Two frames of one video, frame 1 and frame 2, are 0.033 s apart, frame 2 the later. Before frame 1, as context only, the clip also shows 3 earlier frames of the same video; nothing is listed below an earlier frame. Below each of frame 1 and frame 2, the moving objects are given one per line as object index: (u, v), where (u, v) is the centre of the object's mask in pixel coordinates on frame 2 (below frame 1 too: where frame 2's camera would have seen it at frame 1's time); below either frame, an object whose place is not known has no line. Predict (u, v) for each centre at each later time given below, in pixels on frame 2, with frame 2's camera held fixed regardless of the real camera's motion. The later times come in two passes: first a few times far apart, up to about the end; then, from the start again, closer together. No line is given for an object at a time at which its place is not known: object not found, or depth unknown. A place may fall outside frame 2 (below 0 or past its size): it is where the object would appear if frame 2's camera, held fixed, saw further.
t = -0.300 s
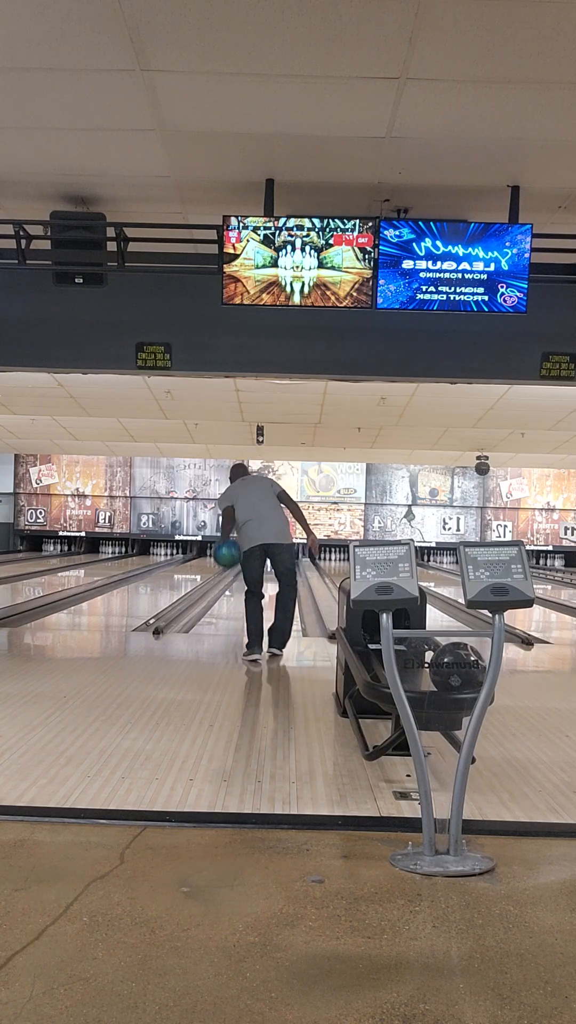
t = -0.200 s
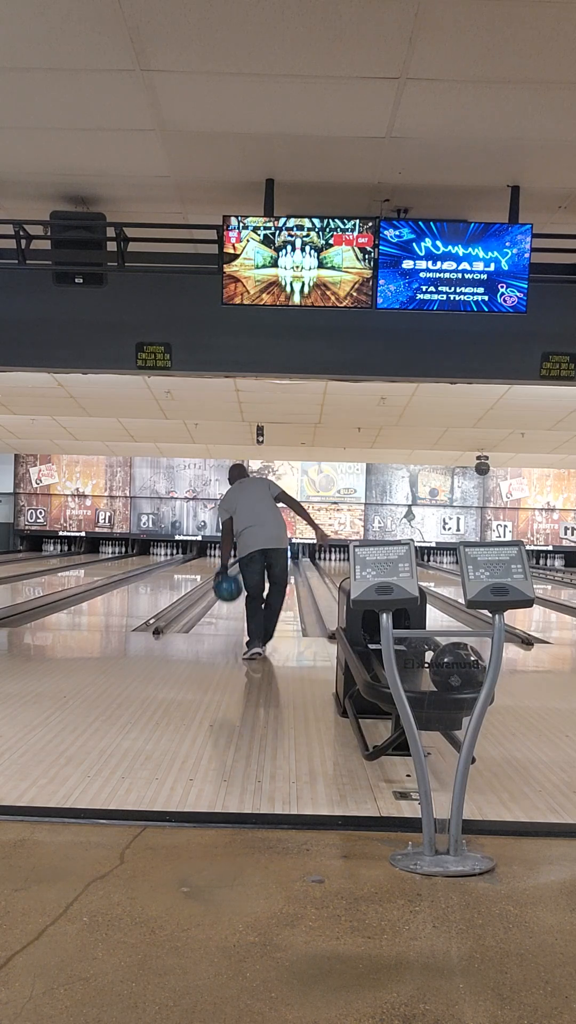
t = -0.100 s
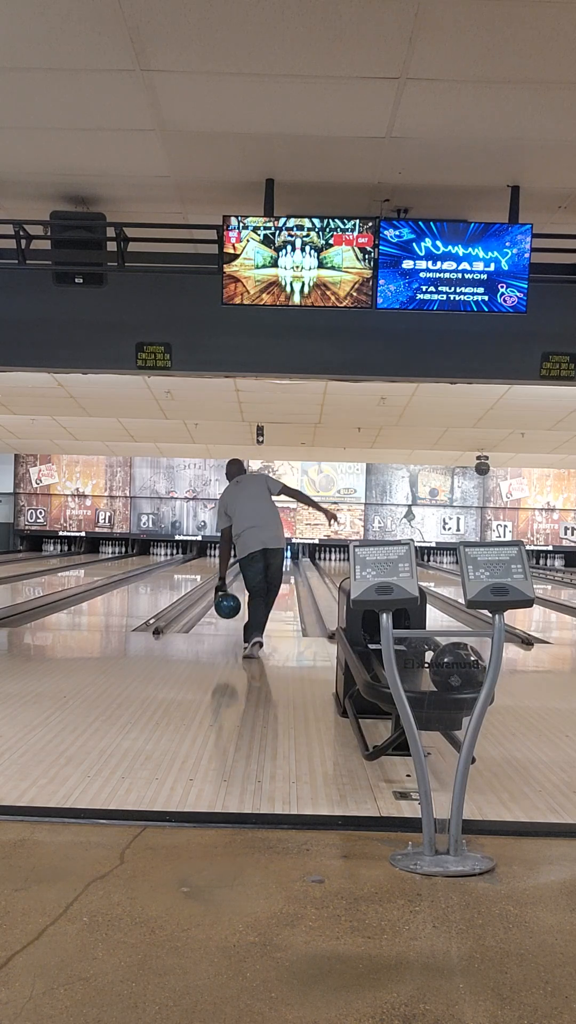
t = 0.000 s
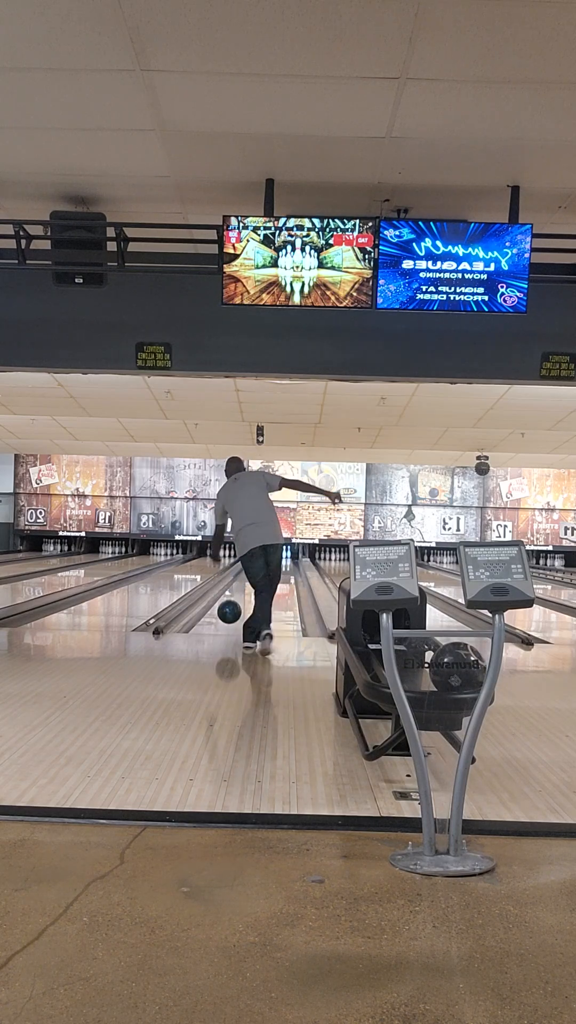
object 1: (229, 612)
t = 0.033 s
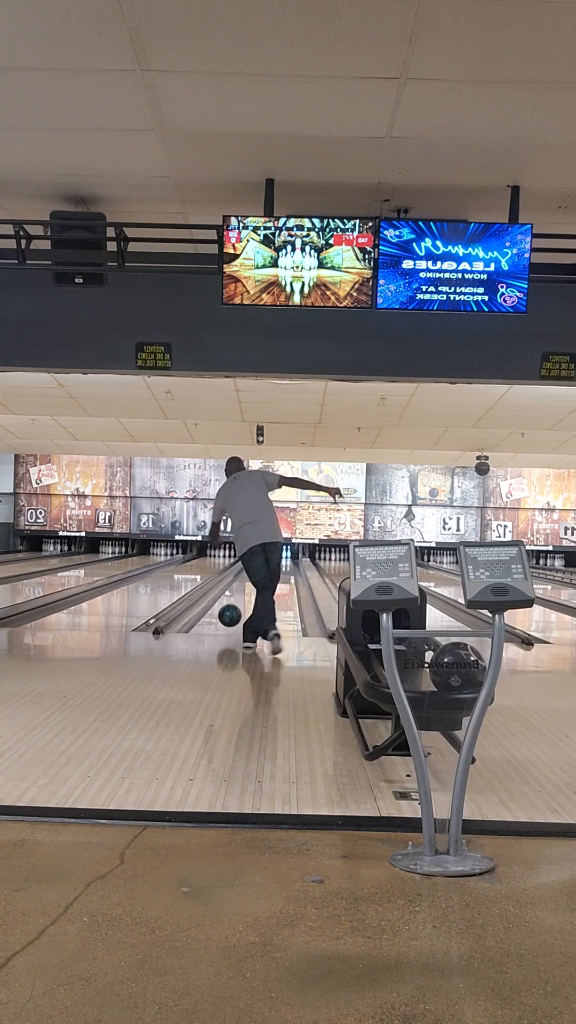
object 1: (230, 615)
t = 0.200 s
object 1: (233, 614)
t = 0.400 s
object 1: (235, 602)
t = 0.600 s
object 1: (237, 594)
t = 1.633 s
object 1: (246, 569)
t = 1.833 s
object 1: (248, 565)
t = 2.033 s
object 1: (250, 563)
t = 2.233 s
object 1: (252, 561)
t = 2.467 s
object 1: (255, 559)
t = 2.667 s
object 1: (260, 557)
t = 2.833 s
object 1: (261, 557)
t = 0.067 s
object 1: (230, 620)
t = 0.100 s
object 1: (230, 620)
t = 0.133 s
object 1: (231, 617)
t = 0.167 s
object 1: (232, 616)
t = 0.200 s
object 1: (233, 614)
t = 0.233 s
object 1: (233, 612)
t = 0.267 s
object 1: (233, 610)
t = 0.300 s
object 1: (234, 608)
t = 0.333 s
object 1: (234, 606)
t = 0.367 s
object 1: (234, 604)
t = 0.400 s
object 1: (235, 602)
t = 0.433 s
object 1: (236, 601)
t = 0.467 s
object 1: (236, 600)
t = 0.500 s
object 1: (236, 598)
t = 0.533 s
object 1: (237, 596)
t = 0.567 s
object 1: (237, 595)
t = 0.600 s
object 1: (237, 594)
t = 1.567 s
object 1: (246, 570)
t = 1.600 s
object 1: (246, 569)
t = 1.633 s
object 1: (246, 569)
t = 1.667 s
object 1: (247, 568)
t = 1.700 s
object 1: (247, 567)
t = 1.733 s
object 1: (247, 567)
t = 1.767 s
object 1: (247, 567)
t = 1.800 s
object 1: (248, 566)
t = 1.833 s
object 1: (248, 565)
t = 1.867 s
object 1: (248, 565)
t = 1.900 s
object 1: (249, 564)
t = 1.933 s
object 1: (249, 564)
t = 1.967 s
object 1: (249, 564)
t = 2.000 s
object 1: (249, 564)
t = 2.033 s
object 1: (250, 563)
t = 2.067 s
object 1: (250, 563)
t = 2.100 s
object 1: (250, 562)
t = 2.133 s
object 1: (251, 561)
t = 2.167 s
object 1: (252, 561)
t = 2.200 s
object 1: (252, 560)
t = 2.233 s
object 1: (252, 561)
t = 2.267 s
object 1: (253, 560)
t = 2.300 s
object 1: (253, 560)
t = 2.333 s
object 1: (253, 560)
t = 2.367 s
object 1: (254, 559)
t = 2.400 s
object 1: (255, 559)
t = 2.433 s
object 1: (254, 559)
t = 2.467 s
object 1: (255, 559)
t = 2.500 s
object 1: (257, 559)
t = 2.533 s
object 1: (257, 559)
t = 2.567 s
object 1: (257, 559)
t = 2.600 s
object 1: (258, 558)
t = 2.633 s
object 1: (259, 557)
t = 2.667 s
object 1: (260, 557)
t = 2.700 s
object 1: (259, 556)
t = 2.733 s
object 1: (260, 557)
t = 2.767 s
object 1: (260, 557)
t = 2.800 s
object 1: (260, 557)
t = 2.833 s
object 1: (261, 557)
